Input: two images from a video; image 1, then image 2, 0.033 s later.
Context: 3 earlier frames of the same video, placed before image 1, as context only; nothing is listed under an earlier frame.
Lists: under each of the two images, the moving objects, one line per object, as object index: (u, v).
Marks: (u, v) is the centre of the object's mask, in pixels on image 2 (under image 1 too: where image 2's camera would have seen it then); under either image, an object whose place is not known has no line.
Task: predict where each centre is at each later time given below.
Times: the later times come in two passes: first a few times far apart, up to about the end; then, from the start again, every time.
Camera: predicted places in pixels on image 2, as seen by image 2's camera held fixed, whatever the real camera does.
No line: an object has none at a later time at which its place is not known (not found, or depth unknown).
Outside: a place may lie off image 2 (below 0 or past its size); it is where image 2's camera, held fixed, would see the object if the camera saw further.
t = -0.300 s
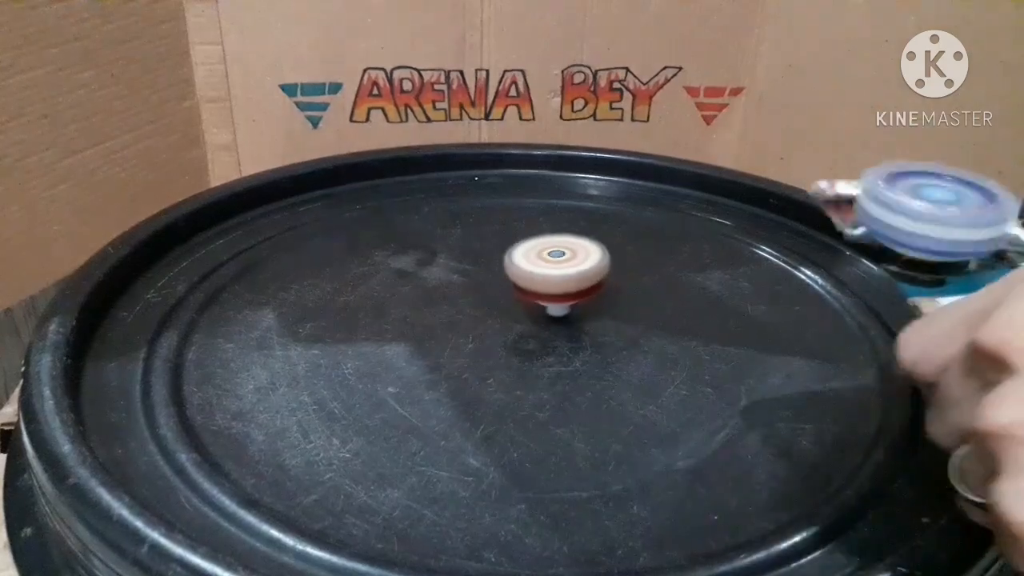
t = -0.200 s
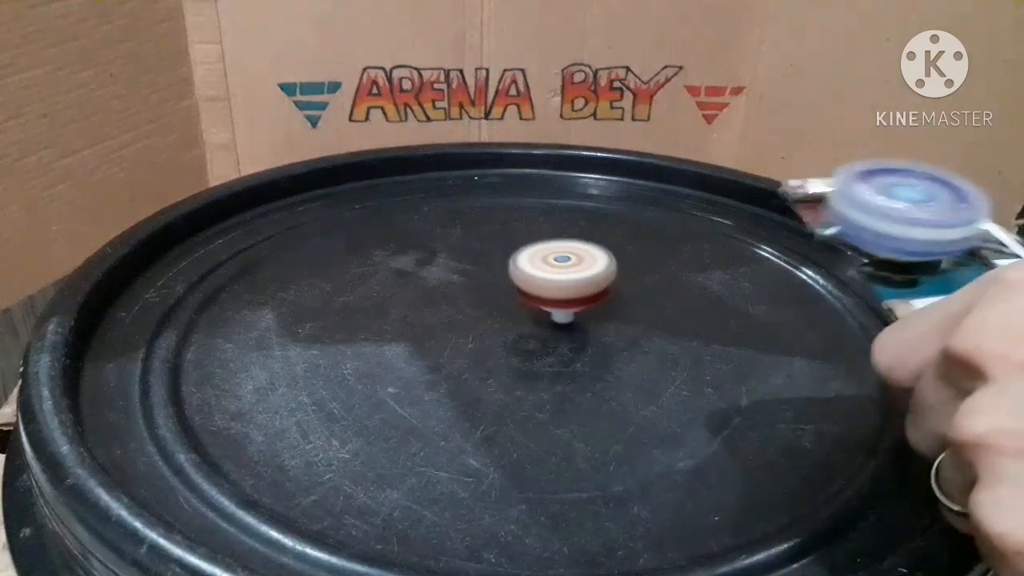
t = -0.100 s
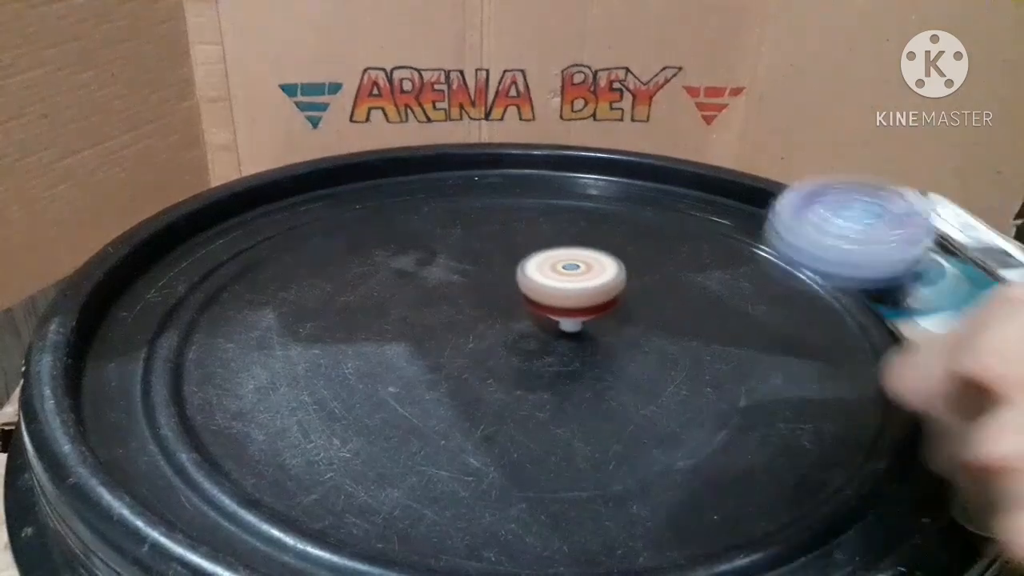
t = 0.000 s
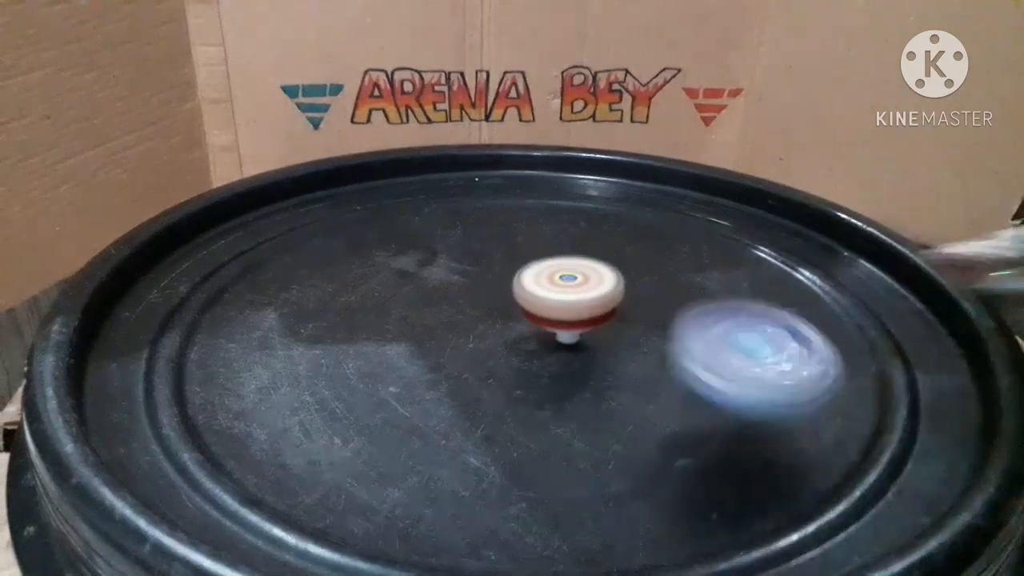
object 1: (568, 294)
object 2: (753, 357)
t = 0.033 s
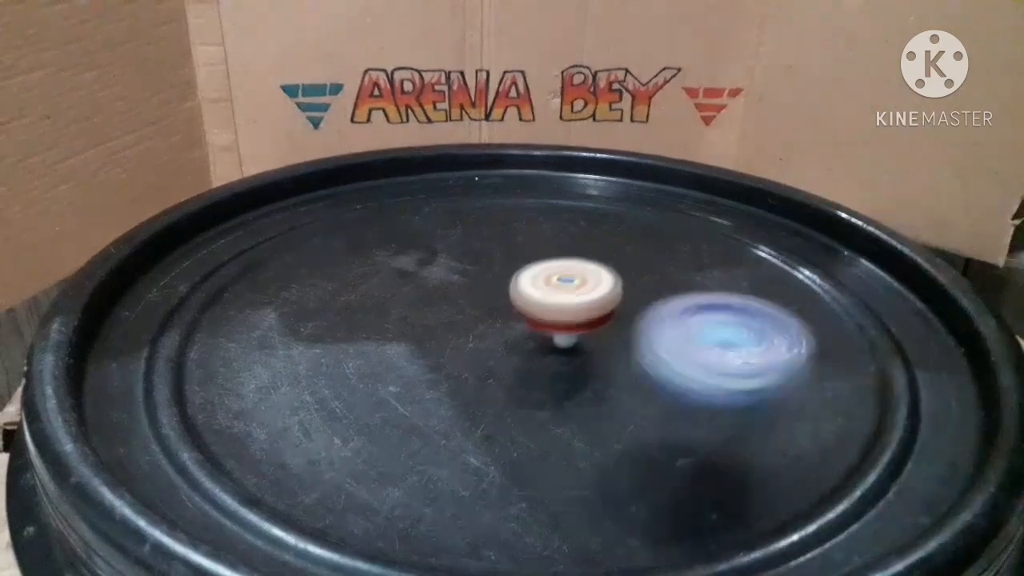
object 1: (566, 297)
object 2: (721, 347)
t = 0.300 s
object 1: (534, 324)
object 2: (402, 395)
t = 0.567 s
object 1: (485, 358)
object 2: (206, 297)
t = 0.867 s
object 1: (460, 381)
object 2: (357, 207)
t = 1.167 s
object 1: (458, 381)
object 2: (491, 243)
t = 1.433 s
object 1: (445, 375)
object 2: (561, 297)
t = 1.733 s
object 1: (426, 354)
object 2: (635, 373)
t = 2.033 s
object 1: (423, 343)
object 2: (657, 448)
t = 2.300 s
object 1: (426, 333)
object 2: (543, 465)
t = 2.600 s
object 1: (431, 315)
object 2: (465, 394)
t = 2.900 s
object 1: (441, 293)
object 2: (493, 387)
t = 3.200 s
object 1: (453, 285)
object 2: (519, 361)
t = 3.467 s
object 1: (467, 279)
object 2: (531, 337)
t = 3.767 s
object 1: (479, 283)
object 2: (563, 335)
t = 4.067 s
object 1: (484, 288)
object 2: (567, 340)
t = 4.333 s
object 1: (480, 290)
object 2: (546, 351)
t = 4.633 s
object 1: (470, 293)
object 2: (502, 365)
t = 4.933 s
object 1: (454, 296)
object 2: (446, 373)
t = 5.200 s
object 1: (451, 298)
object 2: (391, 367)
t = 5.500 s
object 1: (453, 302)
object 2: (347, 346)
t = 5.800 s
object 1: (463, 298)
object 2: (340, 322)
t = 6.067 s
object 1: (504, 295)
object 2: (342, 307)
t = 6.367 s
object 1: (568, 294)
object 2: (319, 292)
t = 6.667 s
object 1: (597, 305)
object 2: (352, 292)
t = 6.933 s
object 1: (594, 322)
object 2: (420, 296)
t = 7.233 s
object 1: (648, 378)
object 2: (442, 277)
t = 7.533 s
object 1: (677, 420)
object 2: (419, 241)
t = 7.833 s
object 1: (628, 414)
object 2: (411, 235)
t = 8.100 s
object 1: (538, 397)
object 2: (415, 242)
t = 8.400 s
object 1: (467, 350)
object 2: (442, 271)
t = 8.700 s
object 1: (410, 407)
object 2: (517, 232)
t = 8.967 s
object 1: (418, 422)
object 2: (559, 204)
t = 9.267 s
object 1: (438, 407)
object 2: (573, 199)
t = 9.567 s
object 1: (462, 369)
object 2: (566, 226)
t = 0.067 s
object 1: (563, 301)
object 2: (681, 364)
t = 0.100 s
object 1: (561, 303)
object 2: (645, 387)
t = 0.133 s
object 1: (554, 301)
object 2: (599, 388)
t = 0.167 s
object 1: (551, 304)
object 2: (559, 397)
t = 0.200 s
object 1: (548, 306)
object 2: (517, 398)
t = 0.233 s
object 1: (544, 311)
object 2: (477, 399)
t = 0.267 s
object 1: (539, 319)
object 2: (439, 399)
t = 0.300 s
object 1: (534, 324)
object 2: (402, 395)
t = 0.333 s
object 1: (528, 329)
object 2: (366, 389)
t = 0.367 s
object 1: (521, 333)
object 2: (331, 380)
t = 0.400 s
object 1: (515, 337)
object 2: (298, 368)
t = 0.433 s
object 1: (511, 341)
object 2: (270, 357)
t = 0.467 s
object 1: (506, 345)
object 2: (246, 344)
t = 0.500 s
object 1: (499, 350)
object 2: (227, 329)
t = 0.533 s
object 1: (492, 354)
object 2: (213, 313)
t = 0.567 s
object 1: (485, 358)
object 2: (206, 297)
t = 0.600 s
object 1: (479, 361)
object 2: (204, 280)
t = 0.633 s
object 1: (476, 363)
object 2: (212, 263)
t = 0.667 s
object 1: (472, 366)
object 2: (232, 248)
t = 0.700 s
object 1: (467, 370)
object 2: (254, 235)
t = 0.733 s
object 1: (463, 374)
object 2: (275, 225)
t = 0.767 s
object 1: (461, 377)
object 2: (295, 217)
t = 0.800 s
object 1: (460, 379)
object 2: (315, 212)
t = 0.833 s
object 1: (459, 380)
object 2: (336, 209)
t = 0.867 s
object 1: (460, 381)
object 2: (357, 207)
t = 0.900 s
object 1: (459, 382)
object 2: (377, 208)
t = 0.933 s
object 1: (458, 382)
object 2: (395, 209)
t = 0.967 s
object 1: (458, 382)
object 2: (413, 212)
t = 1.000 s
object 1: (458, 382)
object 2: (429, 215)
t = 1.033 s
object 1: (458, 382)
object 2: (443, 220)
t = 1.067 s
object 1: (458, 382)
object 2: (455, 225)
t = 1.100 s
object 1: (458, 381)
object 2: (468, 231)
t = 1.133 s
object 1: (459, 381)
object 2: (479, 237)
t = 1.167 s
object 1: (458, 381)
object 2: (491, 243)
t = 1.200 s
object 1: (458, 381)
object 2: (502, 250)
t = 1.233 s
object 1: (457, 380)
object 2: (513, 256)
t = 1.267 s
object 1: (455, 380)
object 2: (523, 263)
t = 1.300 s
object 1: (453, 379)
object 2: (533, 270)
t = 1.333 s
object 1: (451, 378)
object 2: (541, 276)
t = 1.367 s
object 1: (449, 377)
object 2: (548, 283)
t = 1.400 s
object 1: (447, 376)
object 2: (554, 290)
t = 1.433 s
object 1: (445, 375)
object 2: (561, 297)
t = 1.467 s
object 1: (443, 374)
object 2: (569, 305)
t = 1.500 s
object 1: (441, 373)
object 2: (577, 312)
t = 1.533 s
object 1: (438, 371)
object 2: (585, 320)
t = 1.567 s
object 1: (434, 368)
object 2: (595, 329)
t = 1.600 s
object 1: (430, 364)
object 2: (603, 338)
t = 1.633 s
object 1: (428, 360)
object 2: (611, 347)
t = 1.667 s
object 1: (427, 357)
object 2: (619, 356)
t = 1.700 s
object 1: (427, 355)
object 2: (627, 365)
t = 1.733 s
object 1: (426, 354)
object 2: (635, 373)
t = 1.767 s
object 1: (426, 353)
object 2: (644, 381)
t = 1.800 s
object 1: (425, 352)
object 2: (653, 391)
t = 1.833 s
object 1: (425, 351)
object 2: (661, 400)
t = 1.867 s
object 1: (424, 350)
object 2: (669, 409)
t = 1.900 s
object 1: (424, 348)
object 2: (675, 416)
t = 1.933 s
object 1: (423, 347)
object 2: (674, 423)
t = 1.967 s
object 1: (423, 346)
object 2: (670, 432)
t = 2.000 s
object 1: (423, 344)
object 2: (664, 440)
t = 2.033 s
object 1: (423, 343)
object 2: (657, 448)
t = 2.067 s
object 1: (423, 342)
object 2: (649, 454)
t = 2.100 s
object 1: (424, 341)
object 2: (640, 460)
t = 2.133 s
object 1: (424, 339)
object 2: (628, 464)
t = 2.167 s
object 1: (425, 338)
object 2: (613, 467)
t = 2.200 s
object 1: (425, 337)
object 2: (597, 469)
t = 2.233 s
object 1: (426, 336)
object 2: (578, 469)
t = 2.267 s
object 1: (426, 334)
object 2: (560, 467)
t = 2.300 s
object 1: (426, 333)
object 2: (543, 465)
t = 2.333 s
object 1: (427, 332)
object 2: (527, 460)
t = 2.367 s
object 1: (427, 331)
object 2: (512, 453)
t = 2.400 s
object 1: (428, 330)
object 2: (498, 446)
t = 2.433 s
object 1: (429, 329)
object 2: (486, 438)
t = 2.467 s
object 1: (429, 327)
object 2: (476, 429)
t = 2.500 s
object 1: (429, 324)
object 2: (470, 420)
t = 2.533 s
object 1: (430, 321)
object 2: (467, 410)
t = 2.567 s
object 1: (430, 319)
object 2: (466, 401)
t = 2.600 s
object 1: (431, 315)
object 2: (465, 394)
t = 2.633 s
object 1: (432, 310)
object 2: (468, 395)
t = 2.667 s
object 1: (434, 305)
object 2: (472, 395)
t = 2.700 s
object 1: (436, 302)
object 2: (475, 395)
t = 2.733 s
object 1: (438, 300)
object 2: (478, 394)
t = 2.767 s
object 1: (439, 298)
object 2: (481, 393)
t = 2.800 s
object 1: (440, 297)
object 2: (484, 392)
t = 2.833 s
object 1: (440, 295)
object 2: (487, 390)
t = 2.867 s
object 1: (441, 294)
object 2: (490, 389)
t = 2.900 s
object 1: (441, 293)
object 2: (493, 387)
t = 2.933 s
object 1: (442, 292)
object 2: (497, 384)
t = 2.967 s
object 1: (443, 291)
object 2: (500, 381)
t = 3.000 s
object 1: (444, 290)
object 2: (504, 379)
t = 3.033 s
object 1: (446, 289)
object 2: (507, 376)
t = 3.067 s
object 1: (447, 288)
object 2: (510, 373)
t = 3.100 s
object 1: (449, 287)
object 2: (512, 371)
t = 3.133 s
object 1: (450, 287)
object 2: (514, 368)
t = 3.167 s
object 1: (452, 286)
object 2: (517, 364)
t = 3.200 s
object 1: (453, 285)
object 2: (519, 361)
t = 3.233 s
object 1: (455, 284)
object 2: (519, 359)
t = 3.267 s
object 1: (456, 283)
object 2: (520, 356)
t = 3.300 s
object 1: (458, 283)
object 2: (521, 352)
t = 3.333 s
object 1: (459, 282)
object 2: (522, 348)
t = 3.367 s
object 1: (461, 281)
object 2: (523, 345)
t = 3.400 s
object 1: (463, 280)
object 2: (524, 341)
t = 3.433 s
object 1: (465, 280)
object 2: (527, 338)
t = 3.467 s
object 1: (467, 279)
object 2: (531, 337)
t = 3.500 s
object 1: (469, 279)
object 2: (535, 337)
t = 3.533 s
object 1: (471, 279)
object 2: (539, 337)
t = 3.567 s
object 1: (473, 279)
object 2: (543, 336)
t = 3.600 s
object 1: (475, 280)
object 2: (548, 336)
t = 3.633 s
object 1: (476, 280)
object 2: (551, 336)
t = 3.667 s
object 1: (476, 281)
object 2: (555, 336)
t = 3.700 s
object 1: (477, 282)
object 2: (558, 335)
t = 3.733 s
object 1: (478, 283)
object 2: (561, 335)
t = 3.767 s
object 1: (479, 283)
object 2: (563, 335)
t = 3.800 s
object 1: (480, 284)
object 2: (564, 335)
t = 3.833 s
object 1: (480, 285)
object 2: (566, 335)
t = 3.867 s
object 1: (481, 285)
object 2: (566, 334)
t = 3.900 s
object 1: (482, 286)
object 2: (567, 334)
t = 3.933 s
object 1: (483, 286)
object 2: (568, 334)
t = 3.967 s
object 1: (484, 287)
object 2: (569, 335)
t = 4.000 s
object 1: (484, 287)
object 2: (569, 336)
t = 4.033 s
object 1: (484, 288)
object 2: (568, 338)
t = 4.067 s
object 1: (484, 288)
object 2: (567, 340)
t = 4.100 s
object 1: (484, 289)
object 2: (567, 341)
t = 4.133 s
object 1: (484, 289)
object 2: (565, 342)
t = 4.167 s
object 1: (484, 289)
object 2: (562, 344)
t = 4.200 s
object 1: (483, 290)
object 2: (559, 345)
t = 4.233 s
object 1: (482, 290)
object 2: (555, 346)
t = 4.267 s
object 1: (481, 290)
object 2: (552, 347)
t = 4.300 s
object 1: (481, 290)
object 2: (549, 349)
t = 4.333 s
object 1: (480, 290)
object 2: (546, 351)
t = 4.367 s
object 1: (480, 290)
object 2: (542, 354)
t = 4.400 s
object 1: (479, 290)
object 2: (538, 356)
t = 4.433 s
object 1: (478, 291)
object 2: (535, 357)
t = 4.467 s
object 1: (477, 291)
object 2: (529, 358)
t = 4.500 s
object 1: (476, 291)
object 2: (524, 359)
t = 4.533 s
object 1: (474, 292)
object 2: (519, 360)
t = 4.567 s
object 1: (473, 292)
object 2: (513, 362)
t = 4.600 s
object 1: (471, 292)
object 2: (507, 363)
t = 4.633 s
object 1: (470, 293)
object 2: (502, 365)
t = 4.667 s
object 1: (468, 293)
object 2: (496, 366)
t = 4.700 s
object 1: (466, 293)
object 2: (490, 368)
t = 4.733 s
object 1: (464, 294)
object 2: (485, 369)
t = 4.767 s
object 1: (463, 294)
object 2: (479, 370)
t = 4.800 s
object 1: (461, 295)
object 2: (472, 371)
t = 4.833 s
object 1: (459, 295)
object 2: (466, 372)
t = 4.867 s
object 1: (457, 296)
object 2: (459, 372)
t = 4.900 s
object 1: (456, 296)
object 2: (453, 373)
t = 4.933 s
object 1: (454, 296)
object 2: (446, 373)
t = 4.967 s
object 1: (453, 297)
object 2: (439, 373)
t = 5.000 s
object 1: (452, 297)
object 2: (432, 373)
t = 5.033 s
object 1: (452, 297)
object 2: (425, 373)
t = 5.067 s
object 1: (451, 297)
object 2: (418, 372)
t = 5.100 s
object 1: (451, 297)
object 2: (411, 371)
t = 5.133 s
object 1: (451, 297)
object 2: (404, 370)
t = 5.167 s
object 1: (451, 298)
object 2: (397, 369)
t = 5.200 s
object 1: (451, 298)
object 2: (391, 367)
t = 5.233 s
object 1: (451, 299)
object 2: (385, 365)
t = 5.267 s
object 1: (451, 299)
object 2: (378, 363)
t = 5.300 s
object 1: (452, 300)
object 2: (372, 361)
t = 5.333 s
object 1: (451, 301)
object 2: (367, 359)
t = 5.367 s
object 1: (452, 302)
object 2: (362, 356)
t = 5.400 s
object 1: (452, 302)
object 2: (358, 353)
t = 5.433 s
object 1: (452, 302)
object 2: (354, 350)
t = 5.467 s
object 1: (453, 302)
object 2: (351, 348)
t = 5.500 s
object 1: (453, 302)
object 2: (347, 346)
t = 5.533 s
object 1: (453, 302)
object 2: (345, 343)
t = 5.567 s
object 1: (454, 301)
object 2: (341, 340)
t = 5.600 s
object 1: (454, 301)
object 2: (339, 337)
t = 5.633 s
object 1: (455, 301)
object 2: (339, 334)
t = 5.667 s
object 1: (456, 300)
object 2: (339, 332)
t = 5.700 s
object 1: (457, 300)
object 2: (339, 329)
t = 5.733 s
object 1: (459, 299)
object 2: (339, 327)
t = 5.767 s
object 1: (461, 299)
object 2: (340, 324)
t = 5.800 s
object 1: (463, 298)
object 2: (340, 322)
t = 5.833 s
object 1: (466, 298)
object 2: (342, 320)
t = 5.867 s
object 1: (469, 297)
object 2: (344, 318)
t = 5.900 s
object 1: (472, 297)
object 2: (347, 316)
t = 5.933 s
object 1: (474, 297)
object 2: (351, 314)
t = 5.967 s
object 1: (476, 297)
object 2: (354, 312)
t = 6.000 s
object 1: (478, 296)
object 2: (357, 311)
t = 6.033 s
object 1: (491, 296)
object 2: (350, 309)
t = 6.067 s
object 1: (504, 295)
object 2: (342, 307)
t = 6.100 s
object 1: (515, 295)
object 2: (336, 306)
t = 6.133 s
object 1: (524, 294)
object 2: (331, 303)
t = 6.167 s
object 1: (531, 294)
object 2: (327, 301)
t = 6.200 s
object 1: (538, 293)
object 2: (324, 300)
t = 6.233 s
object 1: (545, 293)
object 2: (321, 298)
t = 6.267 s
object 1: (551, 293)
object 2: (319, 296)
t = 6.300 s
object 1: (557, 294)
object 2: (318, 295)
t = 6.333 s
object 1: (563, 294)
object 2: (318, 294)
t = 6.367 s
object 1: (568, 294)
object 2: (319, 292)
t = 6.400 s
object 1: (573, 295)
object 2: (320, 292)
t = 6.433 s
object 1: (577, 296)
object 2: (322, 291)
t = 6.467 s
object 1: (581, 297)
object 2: (323, 291)
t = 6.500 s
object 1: (584, 297)
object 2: (326, 294)
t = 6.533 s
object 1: (587, 299)
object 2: (330, 293)
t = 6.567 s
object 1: (590, 300)
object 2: (335, 293)
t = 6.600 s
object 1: (593, 302)
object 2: (340, 293)
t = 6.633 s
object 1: (595, 303)
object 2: (345, 292)
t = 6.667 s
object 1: (597, 305)
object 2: (352, 292)
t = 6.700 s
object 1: (598, 307)
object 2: (359, 292)
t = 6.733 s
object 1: (598, 309)
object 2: (366, 292)
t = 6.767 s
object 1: (598, 311)
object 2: (374, 292)
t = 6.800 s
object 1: (598, 313)
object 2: (382, 293)
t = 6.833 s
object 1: (598, 315)
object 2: (391, 293)
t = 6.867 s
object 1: (597, 318)
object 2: (400, 294)
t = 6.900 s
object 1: (596, 320)
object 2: (410, 295)
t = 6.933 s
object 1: (594, 322)
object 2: (420, 296)
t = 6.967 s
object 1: (591, 323)
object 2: (429, 297)
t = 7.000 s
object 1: (589, 325)
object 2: (439, 298)
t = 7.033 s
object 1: (586, 327)
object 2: (449, 299)
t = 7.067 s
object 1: (583, 328)
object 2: (459, 300)
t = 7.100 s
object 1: (580, 330)
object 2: (467, 300)
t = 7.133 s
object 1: (596, 340)
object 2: (463, 295)
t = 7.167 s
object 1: (617, 354)
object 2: (451, 288)
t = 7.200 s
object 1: (635, 366)
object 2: (446, 282)
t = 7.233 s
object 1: (648, 378)
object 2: (442, 277)
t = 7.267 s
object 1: (657, 386)
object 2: (439, 271)
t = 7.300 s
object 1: (664, 393)
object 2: (436, 266)
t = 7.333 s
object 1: (668, 400)
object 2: (434, 262)
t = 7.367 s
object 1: (671, 406)
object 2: (431, 257)
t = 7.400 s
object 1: (674, 411)
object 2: (429, 253)
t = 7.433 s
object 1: (676, 415)
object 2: (426, 250)
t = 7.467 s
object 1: (678, 418)
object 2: (424, 246)
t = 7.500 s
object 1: (678, 419)
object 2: (422, 244)
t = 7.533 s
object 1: (677, 420)
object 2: (419, 241)
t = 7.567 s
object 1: (675, 420)
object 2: (418, 239)
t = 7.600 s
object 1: (673, 420)
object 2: (416, 238)
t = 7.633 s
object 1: (669, 420)
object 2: (414, 237)
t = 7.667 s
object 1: (665, 419)
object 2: (413, 236)
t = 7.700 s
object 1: (660, 418)
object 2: (412, 235)
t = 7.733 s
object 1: (655, 417)
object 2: (412, 235)
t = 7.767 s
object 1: (648, 416)
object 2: (411, 235)
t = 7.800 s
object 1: (639, 415)
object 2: (411, 235)
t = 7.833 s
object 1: (628, 414)
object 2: (411, 235)
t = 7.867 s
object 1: (618, 413)
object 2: (411, 235)
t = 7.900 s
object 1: (607, 412)
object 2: (411, 235)
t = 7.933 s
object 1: (596, 411)
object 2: (411, 235)
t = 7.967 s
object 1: (584, 409)
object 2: (411, 236)
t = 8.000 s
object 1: (572, 407)
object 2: (411, 236)
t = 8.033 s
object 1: (561, 404)
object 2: (412, 238)
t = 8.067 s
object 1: (549, 401)
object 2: (413, 240)
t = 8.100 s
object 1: (538, 397)
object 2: (415, 242)
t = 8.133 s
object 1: (527, 393)
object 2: (417, 244)
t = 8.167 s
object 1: (517, 388)
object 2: (419, 247)
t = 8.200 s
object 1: (507, 383)
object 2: (422, 250)
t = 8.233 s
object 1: (498, 377)
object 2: (424, 254)
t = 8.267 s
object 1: (491, 372)
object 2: (427, 257)
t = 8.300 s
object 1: (484, 366)
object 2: (431, 261)
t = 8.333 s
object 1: (477, 361)
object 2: (434, 265)
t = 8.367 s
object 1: (472, 356)
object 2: (438, 269)
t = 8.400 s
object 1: (467, 350)
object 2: (442, 271)
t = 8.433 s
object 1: (463, 345)
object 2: (446, 272)
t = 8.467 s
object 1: (459, 340)
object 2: (452, 273)
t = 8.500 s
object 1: (447, 352)
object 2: (462, 269)
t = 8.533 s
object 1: (435, 368)
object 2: (470, 261)
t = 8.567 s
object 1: (424, 381)
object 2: (480, 254)
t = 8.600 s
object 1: (417, 391)
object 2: (490, 248)
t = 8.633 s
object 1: (412, 398)
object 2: (500, 242)
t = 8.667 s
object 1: (410, 403)
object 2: (509, 237)
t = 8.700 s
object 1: (410, 407)
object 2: (517, 232)
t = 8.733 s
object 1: (411, 411)
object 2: (525, 227)
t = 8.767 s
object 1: (412, 414)
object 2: (532, 223)
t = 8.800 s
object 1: (413, 416)
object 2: (538, 219)
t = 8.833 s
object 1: (415, 419)
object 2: (543, 215)
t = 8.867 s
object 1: (416, 420)
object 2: (548, 212)
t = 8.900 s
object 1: (417, 421)
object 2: (553, 209)
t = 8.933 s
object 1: (417, 422)
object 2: (556, 206)
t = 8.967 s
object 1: (418, 422)
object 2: (559, 204)
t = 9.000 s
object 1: (420, 422)
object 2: (562, 202)
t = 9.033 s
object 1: (421, 421)
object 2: (564, 200)
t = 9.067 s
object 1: (423, 420)
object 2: (565, 199)
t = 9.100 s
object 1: (425, 419)
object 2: (567, 198)
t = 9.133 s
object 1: (428, 418)
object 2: (568, 197)
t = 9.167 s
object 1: (430, 416)
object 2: (570, 197)
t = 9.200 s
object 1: (433, 413)
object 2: (571, 197)
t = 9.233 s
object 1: (436, 411)
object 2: (573, 198)
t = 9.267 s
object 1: (438, 407)
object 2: (573, 199)
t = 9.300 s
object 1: (441, 404)
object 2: (573, 200)
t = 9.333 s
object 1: (444, 400)
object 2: (573, 201)
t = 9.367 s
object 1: (447, 396)
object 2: (573, 203)
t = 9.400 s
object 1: (449, 392)
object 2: (573, 206)
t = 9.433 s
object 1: (452, 388)
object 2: (573, 209)
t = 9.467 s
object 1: (455, 383)
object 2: (572, 212)
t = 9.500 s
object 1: (457, 379)
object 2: (570, 216)
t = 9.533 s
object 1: (459, 373)
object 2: (568, 221)
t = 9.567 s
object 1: (462, 369)
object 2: (566, 226)
